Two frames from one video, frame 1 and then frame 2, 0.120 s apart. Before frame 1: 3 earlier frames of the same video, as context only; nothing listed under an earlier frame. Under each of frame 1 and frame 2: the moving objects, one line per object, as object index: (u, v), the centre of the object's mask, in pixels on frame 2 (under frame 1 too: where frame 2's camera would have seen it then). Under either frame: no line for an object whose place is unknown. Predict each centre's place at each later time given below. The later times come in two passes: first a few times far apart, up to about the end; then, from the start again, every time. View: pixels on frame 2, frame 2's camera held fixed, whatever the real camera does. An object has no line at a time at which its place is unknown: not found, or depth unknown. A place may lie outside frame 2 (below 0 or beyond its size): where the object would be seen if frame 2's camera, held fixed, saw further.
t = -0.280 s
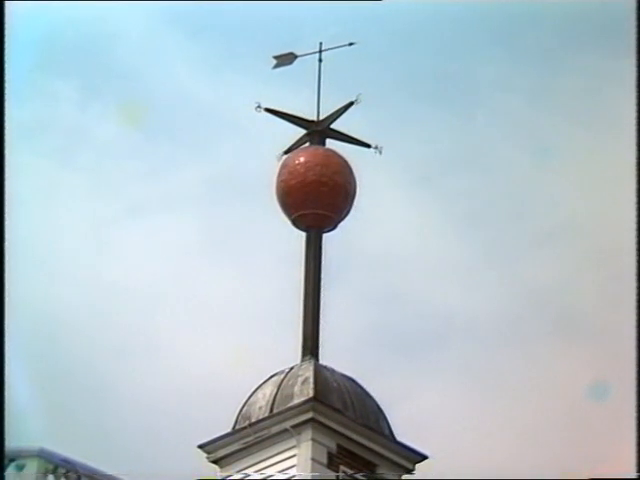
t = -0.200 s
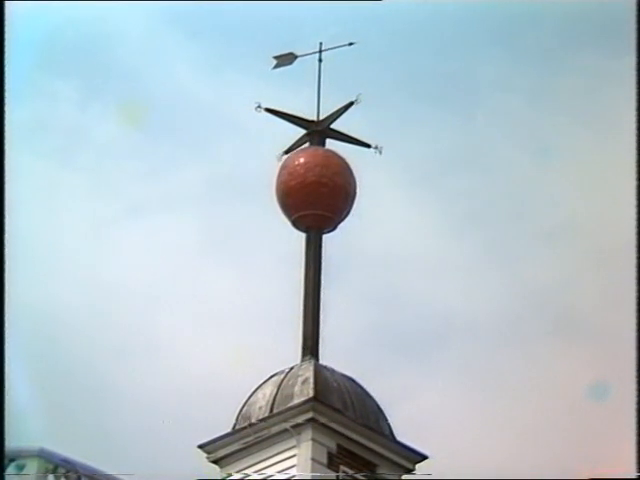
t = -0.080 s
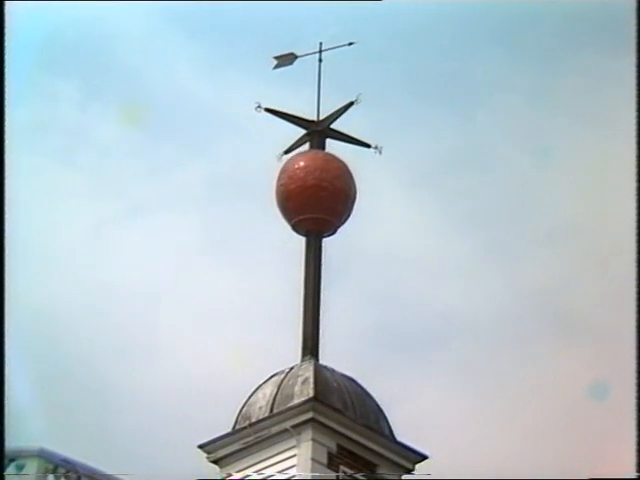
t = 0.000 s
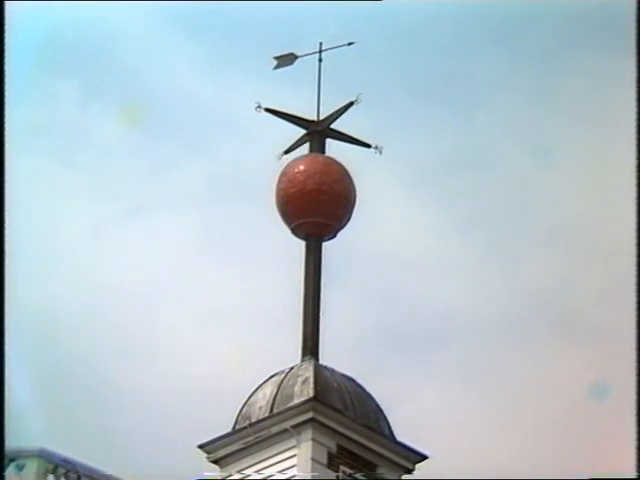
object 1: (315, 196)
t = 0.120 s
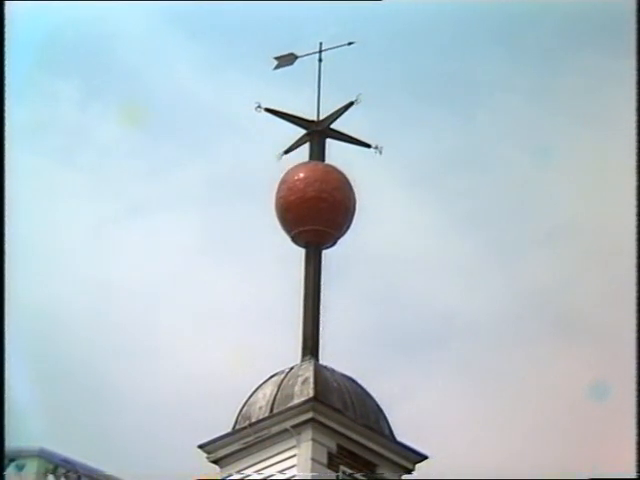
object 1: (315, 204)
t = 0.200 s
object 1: (315, 210)
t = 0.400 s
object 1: (314, 227)
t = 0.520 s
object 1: (314, 238)
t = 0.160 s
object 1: (315, 207)
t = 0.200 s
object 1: (315, 210)
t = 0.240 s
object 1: (314, 213)
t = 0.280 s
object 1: (314, 217)
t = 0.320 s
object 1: (314, 220)
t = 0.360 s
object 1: (314, 224)
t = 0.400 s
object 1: (314, 227)
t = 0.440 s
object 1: (314, 231)
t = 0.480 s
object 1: (314, 234)
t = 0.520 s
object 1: (314, 238)
